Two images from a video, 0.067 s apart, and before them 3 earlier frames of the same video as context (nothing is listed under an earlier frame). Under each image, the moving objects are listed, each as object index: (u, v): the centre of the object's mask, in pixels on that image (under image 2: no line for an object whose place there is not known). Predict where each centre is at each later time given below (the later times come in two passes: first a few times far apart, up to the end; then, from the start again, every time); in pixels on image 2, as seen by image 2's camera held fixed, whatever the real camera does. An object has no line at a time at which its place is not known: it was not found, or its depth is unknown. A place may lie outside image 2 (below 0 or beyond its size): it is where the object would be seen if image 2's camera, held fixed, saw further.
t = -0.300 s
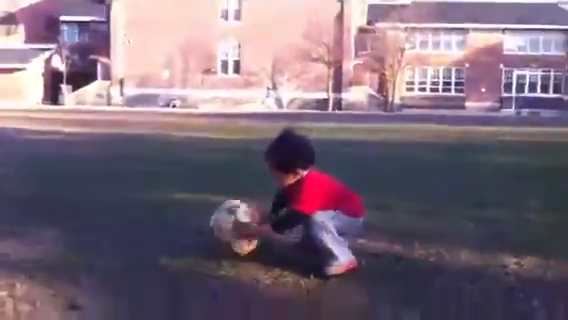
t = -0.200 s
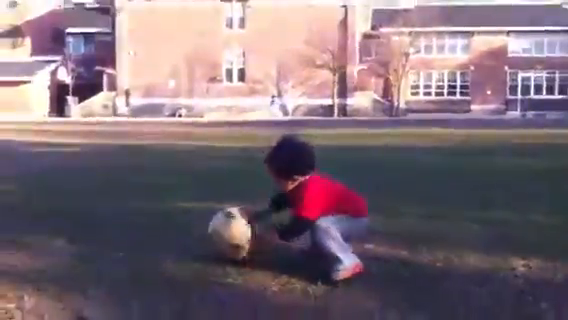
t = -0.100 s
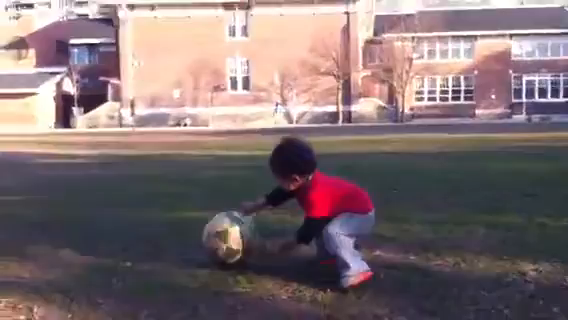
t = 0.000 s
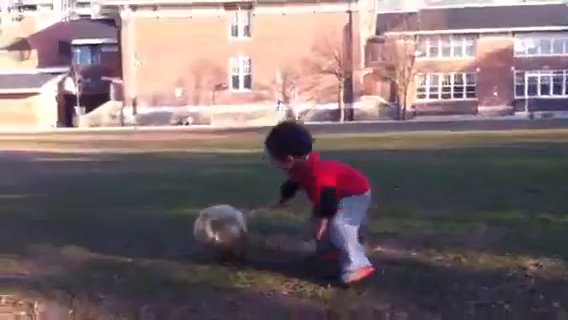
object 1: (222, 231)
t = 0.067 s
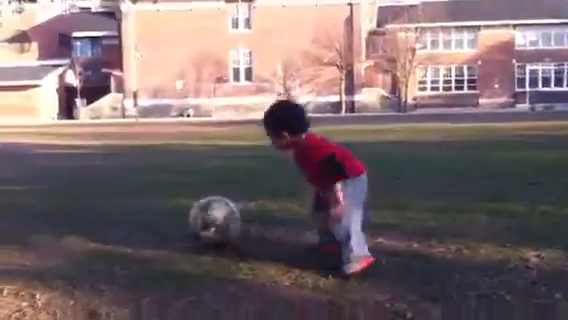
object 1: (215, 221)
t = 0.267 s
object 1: (192, 212)
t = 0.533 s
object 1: (169, 207)
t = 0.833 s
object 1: (144, 203)
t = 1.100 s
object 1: (120, 203)
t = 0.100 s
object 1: (211, 218)
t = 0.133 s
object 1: (207, 217)
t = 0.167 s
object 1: (203, 218)
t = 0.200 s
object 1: (200, 216)
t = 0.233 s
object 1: (195, 215)
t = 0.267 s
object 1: (192, 212)
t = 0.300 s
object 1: (189, 212)
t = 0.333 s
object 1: (187, 210)
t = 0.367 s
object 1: (184, 210)
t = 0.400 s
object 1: (181, 210)
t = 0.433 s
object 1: (177, 210)
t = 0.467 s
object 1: (175, 208)
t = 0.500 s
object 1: (172, 206)
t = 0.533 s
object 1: (169, 207)
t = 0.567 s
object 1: (166, 206)
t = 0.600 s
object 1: (162, 206)
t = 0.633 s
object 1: (159, 206)
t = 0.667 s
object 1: (157, 205)
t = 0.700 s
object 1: (155, 205)
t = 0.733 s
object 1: (154, 206)
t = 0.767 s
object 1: (150, 205)
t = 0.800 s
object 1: (149, 204)
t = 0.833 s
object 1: (144, 203)
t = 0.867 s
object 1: (139, 203)
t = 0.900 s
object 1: (137, 203)
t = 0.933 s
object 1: (134, 203)
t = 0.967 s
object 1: (131, 202)
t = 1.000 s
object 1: (129, 201)
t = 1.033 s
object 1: (126, 201)
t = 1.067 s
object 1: (123, 203)
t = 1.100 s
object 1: (120, 203)
